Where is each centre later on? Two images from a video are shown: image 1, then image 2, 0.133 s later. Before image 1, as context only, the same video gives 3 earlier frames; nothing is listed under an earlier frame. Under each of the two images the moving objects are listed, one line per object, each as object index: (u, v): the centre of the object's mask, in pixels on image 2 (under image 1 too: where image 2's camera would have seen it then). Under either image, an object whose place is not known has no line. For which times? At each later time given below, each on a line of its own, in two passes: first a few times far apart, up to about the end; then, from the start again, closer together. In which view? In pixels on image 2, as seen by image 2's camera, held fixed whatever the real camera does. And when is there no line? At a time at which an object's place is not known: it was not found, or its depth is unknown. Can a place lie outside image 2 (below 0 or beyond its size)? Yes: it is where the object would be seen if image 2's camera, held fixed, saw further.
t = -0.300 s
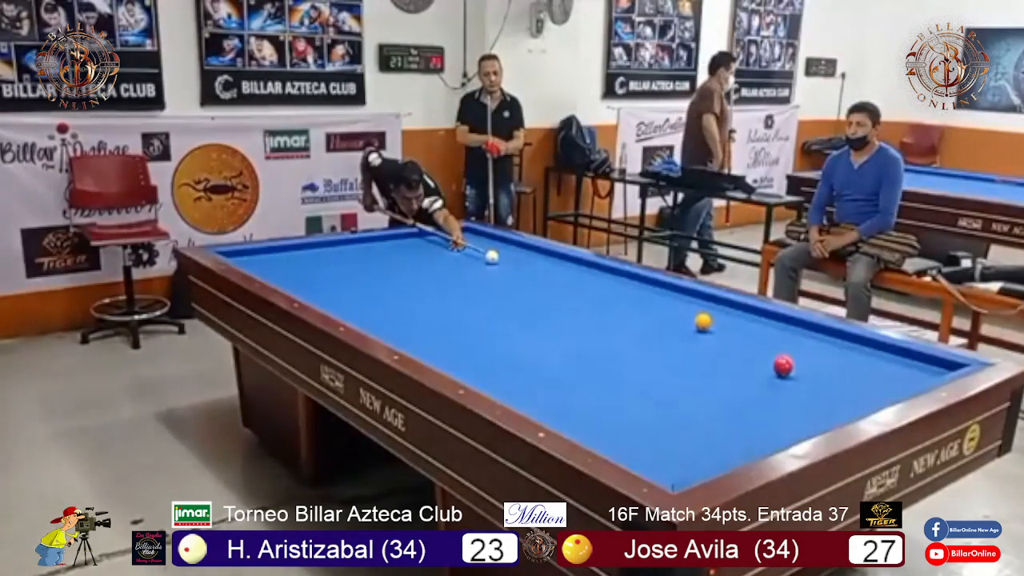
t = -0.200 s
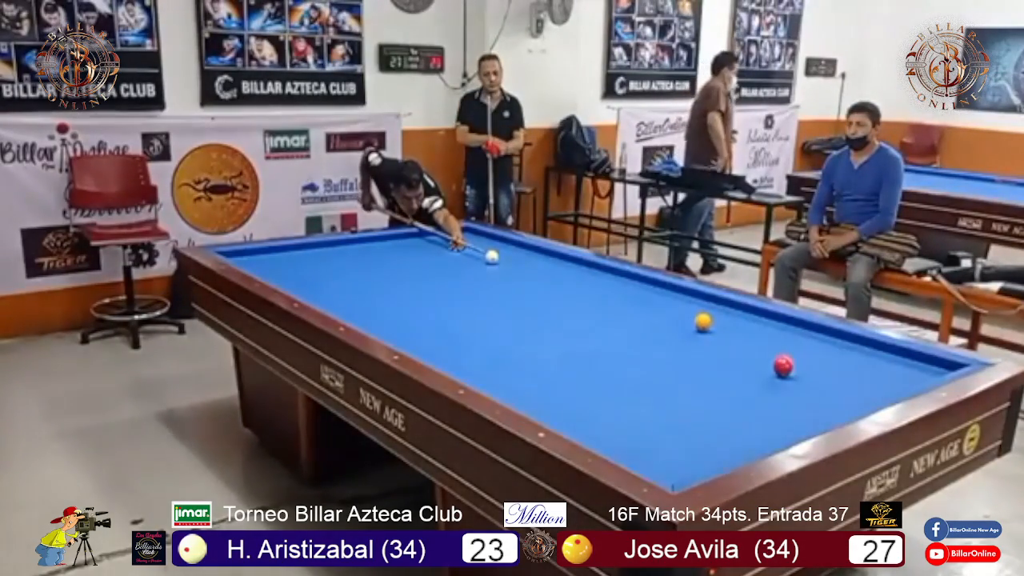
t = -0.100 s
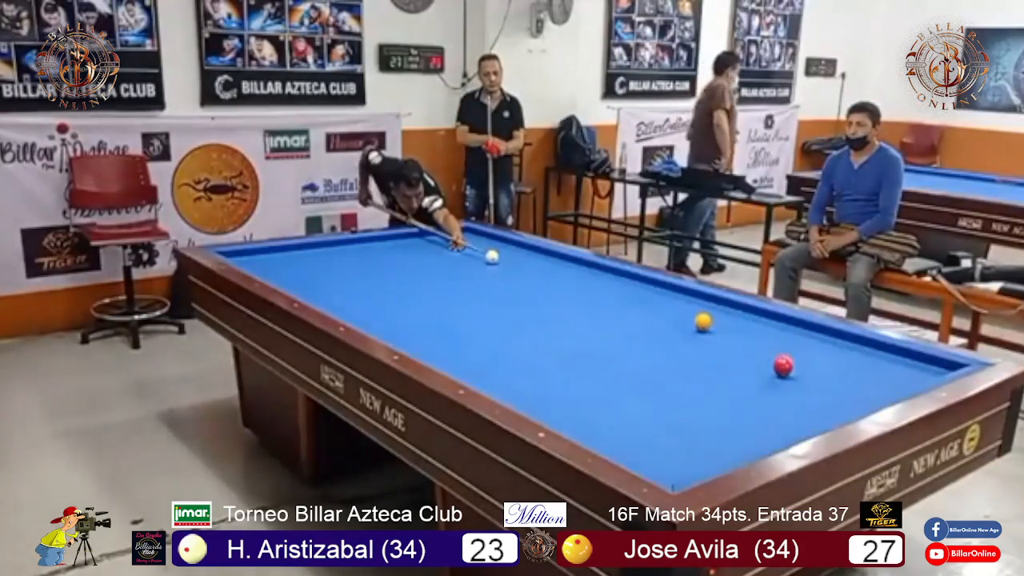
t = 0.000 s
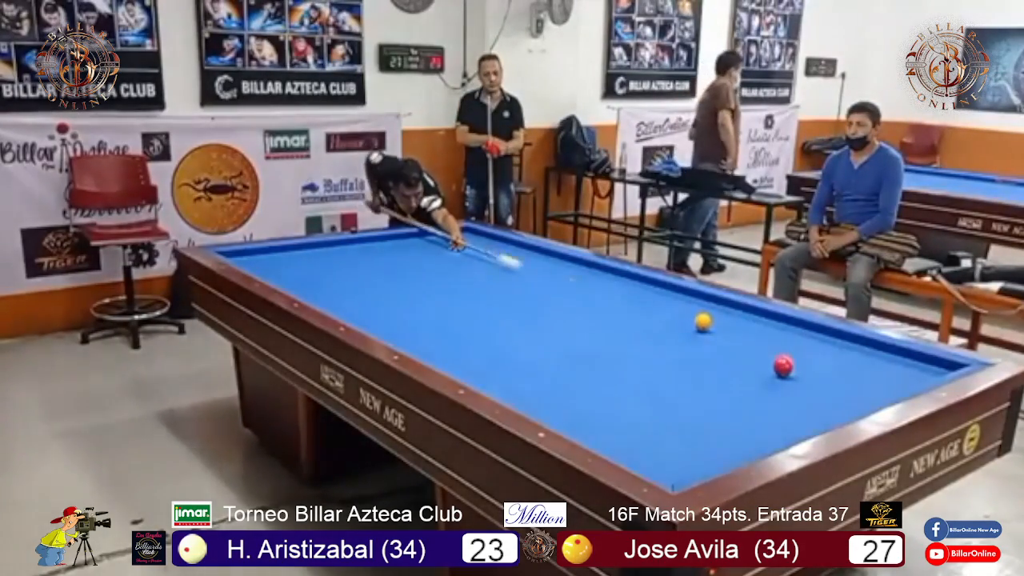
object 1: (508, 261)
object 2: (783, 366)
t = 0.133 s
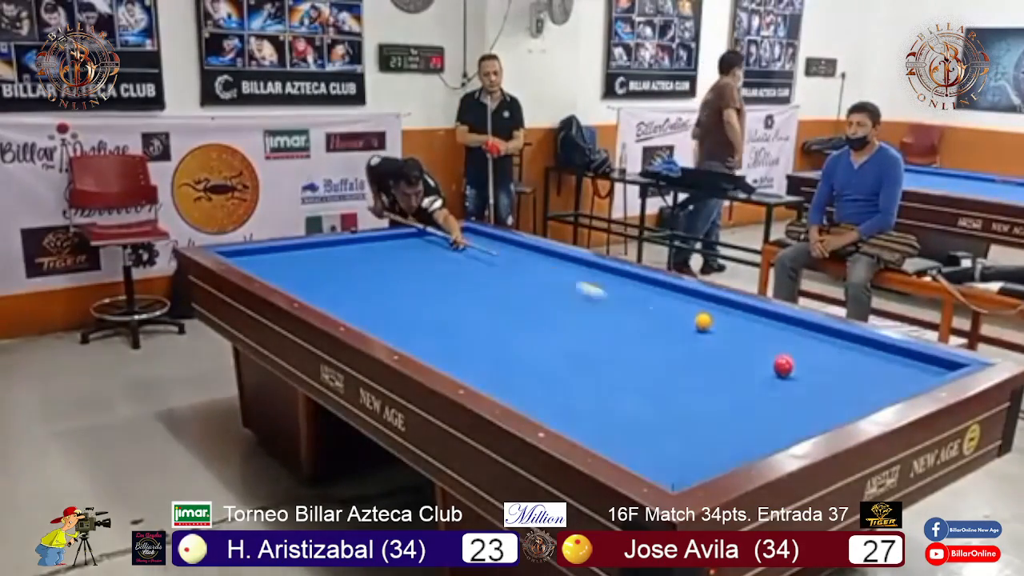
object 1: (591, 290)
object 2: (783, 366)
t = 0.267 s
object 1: (690, 326)
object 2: (783, 365)
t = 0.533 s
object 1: (916, 372)
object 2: (785, 403)
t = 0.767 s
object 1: (816, 330)
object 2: (737, 431)
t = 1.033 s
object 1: (709, 313)
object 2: (638, 434)
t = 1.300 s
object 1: (619, 303)
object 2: (592, 419)
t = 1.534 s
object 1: (546, 293)
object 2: (591, 397)
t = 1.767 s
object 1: (480, 283)
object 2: (591, 378)
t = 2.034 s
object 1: (409, 273)
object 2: (591, 359)
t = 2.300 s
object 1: (343, 264)
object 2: (591, 343)
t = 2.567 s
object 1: (283, 254)
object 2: (591, 328)
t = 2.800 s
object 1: (242, 254)
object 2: (590, 317)
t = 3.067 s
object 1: (261, 261)
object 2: (590, 305)
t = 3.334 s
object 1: (303, 266)
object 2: (590, 295)
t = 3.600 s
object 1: (343, 270)
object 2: (590, 286)
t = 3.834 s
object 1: (379, 274)
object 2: (590, 279)
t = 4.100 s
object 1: (416, 278)
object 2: (590, 272)
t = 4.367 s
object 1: (458, 283)
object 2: (590, 265)
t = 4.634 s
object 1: (499, 287)
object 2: (579, 261)
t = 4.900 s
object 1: (541, 292)
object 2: (561, 260)
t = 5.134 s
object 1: (578, 296)
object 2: (548, 259)
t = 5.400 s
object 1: (621, 300)
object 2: (533, 257)
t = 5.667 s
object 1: (663, 305)
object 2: (519, 256)
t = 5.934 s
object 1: (707, 308)
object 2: (506, 256)
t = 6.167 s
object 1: (745, 313)
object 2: (495, 254)
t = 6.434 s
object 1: (786, 319)
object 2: (483, 253)
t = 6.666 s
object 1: (798, 326)
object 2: (474, 252)
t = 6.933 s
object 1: (813, 334)
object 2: (464, 251)
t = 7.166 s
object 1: (826, 342)
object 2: (455, 250)
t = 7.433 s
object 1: (842, 350)
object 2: (447, 249)
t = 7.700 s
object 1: (858, 359)
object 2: (438, 249)
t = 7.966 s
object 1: (874, 368)
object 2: (431, 248)
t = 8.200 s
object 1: (889, 377)
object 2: (425, 247)
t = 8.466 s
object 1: (904, 383)
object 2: (419, 247)
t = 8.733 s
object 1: (888, 384)
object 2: (414, 246)
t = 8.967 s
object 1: (875, 382)
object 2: (409, 245)
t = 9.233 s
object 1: (860, 379)
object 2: (405, 245)
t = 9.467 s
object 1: (849, 378)
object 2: (402, 245)
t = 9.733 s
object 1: (837, 376)
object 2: (399, 245)
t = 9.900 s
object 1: (830, 375)
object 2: (397, 245)
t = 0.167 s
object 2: (783, 366)
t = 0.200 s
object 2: (783, 366)
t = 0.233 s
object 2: (783, 365)
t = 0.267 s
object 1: (690, 326)
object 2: (783, 365)
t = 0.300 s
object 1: (722, 336)
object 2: (783, 365)
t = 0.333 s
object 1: (751, 347)
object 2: (783, 365)
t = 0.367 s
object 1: (780, 354)
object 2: (783, 367)
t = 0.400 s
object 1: (814, 362)
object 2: (784, 372)
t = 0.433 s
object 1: (844, 366)
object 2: (784, 380)
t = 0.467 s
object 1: (877, 371)
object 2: (784, 388)
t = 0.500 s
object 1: (910, 374)
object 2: (785, 396)
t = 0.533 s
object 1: (916, 372)
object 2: (785, 403)
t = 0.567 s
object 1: (901, 364)
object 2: (786, 412)
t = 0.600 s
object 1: (885, 355)
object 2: (786, 421)
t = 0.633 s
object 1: (872, 348)
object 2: (787, 426)
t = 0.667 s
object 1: (860, 341)
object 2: (779, 429)
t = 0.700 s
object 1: (848, 335)
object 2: (765, 431)
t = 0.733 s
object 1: (832, 332)
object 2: (751, 431)
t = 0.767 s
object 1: (816, 330)
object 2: (737, 431)
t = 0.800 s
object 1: (799, 328)
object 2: (725, 431)
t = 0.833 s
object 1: (783, 326)
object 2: (713, 431)
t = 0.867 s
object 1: (769, 324)
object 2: (700, 432)
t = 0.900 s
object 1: (755, 322)
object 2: (688, 432)
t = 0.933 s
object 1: (743, 321)
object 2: (676, 432)
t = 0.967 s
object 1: (731, 319)
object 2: (663, 433)
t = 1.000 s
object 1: (720, 316)
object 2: (650, 433)
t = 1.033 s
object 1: (709, 313)
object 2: (638, 434)
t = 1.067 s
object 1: (694, 312)
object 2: (625, 434)
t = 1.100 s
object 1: (685, 312)
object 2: (612, 434)
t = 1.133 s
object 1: (673, 311)
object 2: (600, 432)
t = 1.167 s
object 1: (663, 309)
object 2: (591, 430)
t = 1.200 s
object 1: (651, 307)
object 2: (591, 428)
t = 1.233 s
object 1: (640, 306)
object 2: (591, 425)
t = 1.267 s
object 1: (629, 304)
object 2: (592, 422)
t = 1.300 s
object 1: (619, 303)
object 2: (592, 419)
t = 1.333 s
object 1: (608, 301)
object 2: (592, 415)
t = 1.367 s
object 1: (597, 300)
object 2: (592, 412)
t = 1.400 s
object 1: (587, 298)
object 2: (591, 409)
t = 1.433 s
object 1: (576, 297)
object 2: (591, 407)
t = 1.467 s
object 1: (566, 296)
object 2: (591, 403)
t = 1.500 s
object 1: (556, 294)
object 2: (591, 400)
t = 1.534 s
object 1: (546, 293)
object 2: (591, 397)
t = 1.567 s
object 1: (536, 291)
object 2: (591, 394)
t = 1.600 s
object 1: (526, 290)
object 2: (591, 391)
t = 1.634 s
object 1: (517, 288)
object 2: (591, 389)
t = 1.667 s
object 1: (507, 287)
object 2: (591, 386)
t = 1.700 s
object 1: (498, 286)
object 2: (591, 383)
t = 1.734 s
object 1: (489, 285)
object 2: (591, 380)
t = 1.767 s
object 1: (480, 283)
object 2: (591, 378)
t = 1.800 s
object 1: (470, 282)
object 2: (591, 376)
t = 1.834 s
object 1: (462, 281)
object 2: (591, 373)
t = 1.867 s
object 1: (452, 279)
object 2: (591, 371)
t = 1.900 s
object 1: (444, 278)
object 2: (591, 368)
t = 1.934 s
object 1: (435, 277)
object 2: (591, 366)
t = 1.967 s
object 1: (426, 276)
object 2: (591, 363)
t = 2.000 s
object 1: (418, 274)
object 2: (591, 361)
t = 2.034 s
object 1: (409, 273)
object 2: (591, 359)
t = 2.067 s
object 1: (401, 272)
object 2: (591, 357)
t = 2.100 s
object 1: (392, 270)
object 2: (591, 354)
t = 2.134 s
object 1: (384, 269)
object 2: (591, 352)
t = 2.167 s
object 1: (376, 268)
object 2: (591, 350)
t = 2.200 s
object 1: (367, 267)
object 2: (591, 348)
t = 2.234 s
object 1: (359, 266)
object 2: (591, 347)
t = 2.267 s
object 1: (351, 265)
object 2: (591, 345)
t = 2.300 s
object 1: (343, 264)
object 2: (591, 343)
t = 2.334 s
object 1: (335, 263)
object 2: (590, 340)
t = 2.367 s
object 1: (327, 262)
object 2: (591, 339)
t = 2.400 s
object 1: (319, 260)
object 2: (590, 337)
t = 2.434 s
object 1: (312, 259)
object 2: (591, 335)
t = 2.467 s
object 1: (305, 258)
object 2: (590, 333)
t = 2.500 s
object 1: (297, 257)
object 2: (590, 332)
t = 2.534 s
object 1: (290, 256)
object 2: (591, 330)
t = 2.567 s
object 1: (283, 254)
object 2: (591, 328)
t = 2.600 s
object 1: (275, 253)
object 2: (591, 327)
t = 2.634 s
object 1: (268, 252)
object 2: (591, 325)
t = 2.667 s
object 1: (261, 251)
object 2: (591, 323)
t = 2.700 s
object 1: (253, 250)
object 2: (591, 321)
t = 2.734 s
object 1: (249, 251)
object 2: (591, 320)
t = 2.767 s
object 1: (246, 252)
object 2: (591, 318)
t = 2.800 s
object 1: (242, 254)
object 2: (590, 317)
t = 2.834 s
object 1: (239, 255)
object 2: (590, 315)
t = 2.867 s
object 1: (235, 256)
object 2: (590, 314)
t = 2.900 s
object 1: (235, 257)
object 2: (590, 312)
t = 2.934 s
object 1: (242, 258)
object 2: (590, 311)
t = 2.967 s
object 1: (247, 259)
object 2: (590, 309)
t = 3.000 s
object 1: (252, 260)
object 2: (590, 309)
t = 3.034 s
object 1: (257, 261)
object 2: (590, 307)
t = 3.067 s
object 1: (261, 261)
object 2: (590, 305)
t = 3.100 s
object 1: (267, 262)
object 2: (590, 304)
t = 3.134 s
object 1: (272, 262)
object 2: (590, 303)
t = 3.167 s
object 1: (277, 263)
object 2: (590, 301)
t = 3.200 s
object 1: (282, 263)
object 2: (590, 300)
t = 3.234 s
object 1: (287, 264)
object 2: (590, 299)
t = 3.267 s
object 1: (292, 264)
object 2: (590, 298)
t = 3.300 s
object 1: (298, 265)
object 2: (590, 296)
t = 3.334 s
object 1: (303, 266)
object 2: (590, 295)
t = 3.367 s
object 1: (308, 266)
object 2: (590, 294)
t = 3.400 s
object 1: (313, 267)
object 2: (590, 292)
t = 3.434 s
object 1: (318, 267)
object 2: (590, 291)
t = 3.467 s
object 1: (323, 268)
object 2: (590, 290)
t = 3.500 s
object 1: (329, 269)
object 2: (590, 290)
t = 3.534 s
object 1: (333, 269)
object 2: (590, 289)
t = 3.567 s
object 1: (339, 269)
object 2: (590, 288)
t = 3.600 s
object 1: (343, 270)
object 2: (590, 286)
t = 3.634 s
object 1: (348, 271)
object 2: (590, 285)
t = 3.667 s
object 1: (354, 271)
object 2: (590, 284)
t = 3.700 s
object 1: (359, 272)
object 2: (590, 283)
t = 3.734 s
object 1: (364, 273)
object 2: (590, 282)
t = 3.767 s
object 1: (369, 273)
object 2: (590, 281)
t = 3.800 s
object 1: (374, 274)
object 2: (590, 280)
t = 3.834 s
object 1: (379, 274)
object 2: (590, 279)
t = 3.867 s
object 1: (385, 275)
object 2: (590, 277)
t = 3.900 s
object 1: (390, 275)
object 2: (590, 277)
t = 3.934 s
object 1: (395, 276)
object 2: (590, 276)
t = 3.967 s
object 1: (400, 277)
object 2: (590, 275)
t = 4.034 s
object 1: (411, 278)
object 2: (590, 273)
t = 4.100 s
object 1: (416, 278)
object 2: (590, 272)
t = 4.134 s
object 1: (422, 279)
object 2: (590, 271)
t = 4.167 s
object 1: (427, 279)
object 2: (590, 270)
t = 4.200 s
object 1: (432, 280)
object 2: (590, 269)
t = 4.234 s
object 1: (437, 280)
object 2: (590, 268)
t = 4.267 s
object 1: (442, 281)
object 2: (590, 267)
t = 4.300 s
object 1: (447, 282)
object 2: (590, 267)
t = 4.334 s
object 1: (452, 282)
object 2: (590, 265)
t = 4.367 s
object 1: (458, 283)
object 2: (590, 265)
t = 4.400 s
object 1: (463, 283)
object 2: (590, 264)
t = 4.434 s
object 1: (468, 284)
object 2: (590, 263)
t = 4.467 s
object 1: (473, 285)
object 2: (590, 263)
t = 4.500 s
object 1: (479, 285)
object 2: (587, 262)
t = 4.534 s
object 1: (484, 286)
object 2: (585, 262)
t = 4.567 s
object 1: (489, 286)
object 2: (583, 261)
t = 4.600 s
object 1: (494, 287)
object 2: (581, 261)
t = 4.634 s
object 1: (499, 287)
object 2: (579, 261)
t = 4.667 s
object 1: (505, 288)
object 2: (576, 261)
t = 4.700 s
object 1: (510, 289)
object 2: (574, 260)
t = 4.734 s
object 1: (515, 289)
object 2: (572, 260)
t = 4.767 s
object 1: (521, 290)
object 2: (570, 260)
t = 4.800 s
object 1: (525, 290)
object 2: (568, 260)
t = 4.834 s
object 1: (531, 291)
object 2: (566, 260)
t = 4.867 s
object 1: (536, 291)
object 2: (564, 260)
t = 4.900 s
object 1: (541, 292)
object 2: (561, 260)
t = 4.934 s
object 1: (546, 292)
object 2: (560, 260)
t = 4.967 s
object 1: (551, 293)
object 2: (558, 259)
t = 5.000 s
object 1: (557, 294)
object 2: (556, 259)
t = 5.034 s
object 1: (562, 294)
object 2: (554, 259)
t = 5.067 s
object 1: (567, 294)
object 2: (552, 259)
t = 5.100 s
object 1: (572, 295)
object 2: (550, 259)
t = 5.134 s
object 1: (578, 296)
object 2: (548, 259)
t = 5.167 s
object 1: (583, 296)
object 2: (546, 259)
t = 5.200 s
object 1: (588, 297)
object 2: (544, 258)
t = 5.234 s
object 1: (593, 297)
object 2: (542, 258)
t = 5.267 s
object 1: (599, 298)
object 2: (541, 258)
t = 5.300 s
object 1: (605, 298)
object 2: (539, 257)
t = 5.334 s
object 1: (610, 299)
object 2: (537, 257)
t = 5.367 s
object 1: (615, 300)
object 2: (535, 257)
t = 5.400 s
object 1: (621, 300)
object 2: (533, 257)
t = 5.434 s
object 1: (626, 301)
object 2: (532, 257)
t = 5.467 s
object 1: (631, 302)
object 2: (530, 257)
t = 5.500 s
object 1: (636, 302)
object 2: (528, 257)
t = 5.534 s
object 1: (642, 303)
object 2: (526, 257)
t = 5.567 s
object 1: (647, 303)
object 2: (524, 256)
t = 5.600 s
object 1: (652, 304)
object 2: (522, 256)
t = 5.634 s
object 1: (657, 304)
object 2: (521, 256)
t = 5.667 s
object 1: (663, 305)
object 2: (519, 256)
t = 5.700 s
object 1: (668, 305)
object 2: (518, 256)
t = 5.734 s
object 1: (674, 306)
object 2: (516, 256)
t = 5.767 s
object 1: (679, 307)
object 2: (514, 256)
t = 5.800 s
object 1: (685, 307)
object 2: (512, 256)
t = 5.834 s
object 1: (690, 308)
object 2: (511, 256)
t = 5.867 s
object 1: (695, 308)
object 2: (509, 256)
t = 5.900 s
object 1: (700, 308)
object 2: (507, 256)
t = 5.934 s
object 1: (707, 308)
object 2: (506, 256)
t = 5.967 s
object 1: (713, 310)
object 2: (504, 256)
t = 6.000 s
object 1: (718, 311)
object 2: (503, 255)
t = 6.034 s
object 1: (723, 312)
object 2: (501, 255)
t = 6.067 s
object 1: (729, 312)
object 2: (499, 255)
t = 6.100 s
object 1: (734, 312)
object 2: (498, 254)
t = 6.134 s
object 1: (739, 313)
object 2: (497, 254)
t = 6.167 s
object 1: (745, 313)
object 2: (495, 254)
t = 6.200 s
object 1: (750, 314)
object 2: (494, 254)
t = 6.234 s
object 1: (755, 315)
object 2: (492, 254)
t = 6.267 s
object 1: (761, 315)
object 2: (491, 254)
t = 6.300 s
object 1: (767, 316)
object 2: (489, 254)
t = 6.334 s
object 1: (772, 317)
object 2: (487, 253)
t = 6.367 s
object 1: (778, 317)
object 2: (487, 253)
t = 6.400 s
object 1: (783, 318)
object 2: (485, 253)
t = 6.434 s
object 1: (786, 319)
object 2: (483, 253)
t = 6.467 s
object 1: (787, 320)
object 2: (482, 253)
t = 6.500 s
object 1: (789, 320)
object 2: (481, 253)
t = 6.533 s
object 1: (791, 321)
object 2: (479, 252)
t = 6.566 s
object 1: (793, 322)
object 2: (478, 252)
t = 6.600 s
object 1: (795, 323)
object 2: (476, 252)
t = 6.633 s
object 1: (797, 325)
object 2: (475, 252)
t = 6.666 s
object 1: (798, 326)
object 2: (474, 252)
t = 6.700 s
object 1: (800, 327)
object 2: (472, 252)
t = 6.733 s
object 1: (802, 328)
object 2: (471, 251)
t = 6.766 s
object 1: (803, 329)
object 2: (470, 251)
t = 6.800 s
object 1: (806, 330)
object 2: (469, 251)
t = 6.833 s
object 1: (807, 330)
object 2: (467, 251)
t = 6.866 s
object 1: (809, 332)
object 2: (466, 251)
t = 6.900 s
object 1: (811, 333)
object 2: (465, 251)
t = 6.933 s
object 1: (813, 334)
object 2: (464, 251)
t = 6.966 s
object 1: (815, 335)
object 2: (462, 251)
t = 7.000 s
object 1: (817, 336)
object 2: (461, 251)
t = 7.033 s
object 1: (819, 337)
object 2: (460, 251)
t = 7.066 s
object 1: (821, 338)
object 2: (459, 251)
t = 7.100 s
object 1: (822, 339)
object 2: (457, 251)
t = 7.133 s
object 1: (825, 340)
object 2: (456, 251)
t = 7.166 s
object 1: (826, 342)
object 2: (455, 250)
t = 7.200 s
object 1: (828, 342)
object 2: (454, 250)
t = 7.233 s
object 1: (830, 343)
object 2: (453, 250)
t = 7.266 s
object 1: (832, 345)
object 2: (451, 250)
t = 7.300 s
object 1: (834, 346)
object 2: (450, 250)
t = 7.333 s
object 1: (836, 347)
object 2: (449, 250)
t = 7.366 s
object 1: (838, 348)
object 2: (448, 250)
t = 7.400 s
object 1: (840, 349)
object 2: (447, 250)
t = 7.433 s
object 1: (842, 350)
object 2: (447, 249)
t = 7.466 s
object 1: (844, 351)
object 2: (446, 249)
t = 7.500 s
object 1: (846, 352)
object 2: (444, 250)
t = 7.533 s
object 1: (848, 354)
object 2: (443, 249)
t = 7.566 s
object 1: (850, 355)
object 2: (442, 249)
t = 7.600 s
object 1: (852, 356)
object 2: (441, 249)
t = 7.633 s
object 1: (854, 357)
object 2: (440, 249)
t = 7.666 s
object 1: (856, 358)
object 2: (439, 249)
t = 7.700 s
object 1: (858, 359)
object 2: (438, 249)
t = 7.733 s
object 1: (860, 361)
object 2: (437, 249)
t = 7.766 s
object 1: (862, 362)
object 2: (436, 249)
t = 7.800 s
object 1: (864, 363)
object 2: (435, 248)
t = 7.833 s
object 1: (866, 364)
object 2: (434, 248)
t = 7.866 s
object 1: (868, 365)
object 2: (433, 248)
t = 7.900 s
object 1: (870, 366)
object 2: (432, 248)
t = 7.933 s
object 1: (872, 367)
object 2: (431, 248)
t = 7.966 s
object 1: (874, 368)
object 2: (431, 248)
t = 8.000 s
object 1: (876, 370)
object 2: (430, 248)
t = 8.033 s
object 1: (878, 371)
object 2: (429, 248)
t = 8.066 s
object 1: (880, 372)
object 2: (428, 248)
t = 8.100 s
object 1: (882, 374)
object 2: (427, 248)
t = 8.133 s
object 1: (884, 375)
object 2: (426, 248)
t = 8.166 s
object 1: (886, 376)
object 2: (425, 248)
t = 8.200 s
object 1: (889, 377)
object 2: (425, 247)
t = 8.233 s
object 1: (891, 379)
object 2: (424, 247)
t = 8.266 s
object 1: (893, 380)
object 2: (424, 247)
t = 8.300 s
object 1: (894, 381)
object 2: (423, 247)
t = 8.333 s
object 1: (896, 381)
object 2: (422, 247)
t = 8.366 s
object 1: (898, 382)
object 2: (421, 247)
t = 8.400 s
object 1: (900, 383)
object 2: (420, 247)
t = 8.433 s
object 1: (903, 382)
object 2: (419, 247)
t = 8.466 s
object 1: (904, 383)
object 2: (419, 247)
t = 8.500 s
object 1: (903, 383)
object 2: (418, 247)
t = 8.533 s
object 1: (901, 383)
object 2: (417, 247)
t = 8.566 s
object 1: (899, 383)
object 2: (417, 246)
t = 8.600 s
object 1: (897, 383)
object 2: (416, 246)
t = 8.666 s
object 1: (892, 384)
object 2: (415, 246)
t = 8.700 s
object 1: (890, 384)
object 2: (414, 246)
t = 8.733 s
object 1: (888, 384)
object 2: (414, 246)
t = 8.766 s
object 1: (886, 384)
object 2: (413, 246)
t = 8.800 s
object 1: (885, 384)
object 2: (412, 246)
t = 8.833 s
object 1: (883, 383)
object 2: (411, 246)
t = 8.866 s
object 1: (881, 383)
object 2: (411, 246)
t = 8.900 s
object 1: (879, 383)
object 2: (411, 246)
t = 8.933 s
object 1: (877, 383)
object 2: (410, 246)
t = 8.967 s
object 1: (875, 382)
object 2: (409, 245)
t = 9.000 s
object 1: (873, 382)
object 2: (408, 246)
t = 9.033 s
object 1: (871, 381)
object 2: (408, 246)
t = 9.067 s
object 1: (869, 381)
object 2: (407, 246)
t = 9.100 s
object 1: (867, 381)
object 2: (407, 246)
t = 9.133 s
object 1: (865, 380)
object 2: (406, 246)
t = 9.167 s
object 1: (864, 380)
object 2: (406, 245)
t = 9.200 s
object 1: (862, 380)
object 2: (405, 245)
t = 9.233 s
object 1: (860, 379)
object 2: (405, 245)
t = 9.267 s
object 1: (858, 379)
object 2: (404, 245)
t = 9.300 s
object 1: (856, 379)
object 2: (404, 245)
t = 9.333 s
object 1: (855, 379)
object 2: (404, 245)
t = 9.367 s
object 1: (853, 379)
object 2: (404, 245)
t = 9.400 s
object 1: (852, 378)
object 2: (403, 245)
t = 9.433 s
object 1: (850, 378)
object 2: (402, 245)
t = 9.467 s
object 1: (849, 378)
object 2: (402, 245)
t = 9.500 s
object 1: (847, 378)
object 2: (401, 245)
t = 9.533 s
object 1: (845, 377)
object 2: (401, 245)
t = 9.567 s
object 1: (844, 377)
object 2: (401, 245)
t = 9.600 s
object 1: (842, 377)
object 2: (400, 245)
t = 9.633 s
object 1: (841, 377)
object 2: (400, 245)
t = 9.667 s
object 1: (840, 376)
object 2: (400, 245)
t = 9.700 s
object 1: (838, 376)
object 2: (399, 245)
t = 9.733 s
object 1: (837, 376)
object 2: (399, 245)
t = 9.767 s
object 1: (835, 376)
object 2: (399, 245)
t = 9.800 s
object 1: (833, 376)
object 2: (398, 245)
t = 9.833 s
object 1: (832, 376)
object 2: (398, 245)
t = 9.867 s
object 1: (831, 375)
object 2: (398, 245)
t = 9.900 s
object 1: (830, 375)
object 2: (397, 245)
